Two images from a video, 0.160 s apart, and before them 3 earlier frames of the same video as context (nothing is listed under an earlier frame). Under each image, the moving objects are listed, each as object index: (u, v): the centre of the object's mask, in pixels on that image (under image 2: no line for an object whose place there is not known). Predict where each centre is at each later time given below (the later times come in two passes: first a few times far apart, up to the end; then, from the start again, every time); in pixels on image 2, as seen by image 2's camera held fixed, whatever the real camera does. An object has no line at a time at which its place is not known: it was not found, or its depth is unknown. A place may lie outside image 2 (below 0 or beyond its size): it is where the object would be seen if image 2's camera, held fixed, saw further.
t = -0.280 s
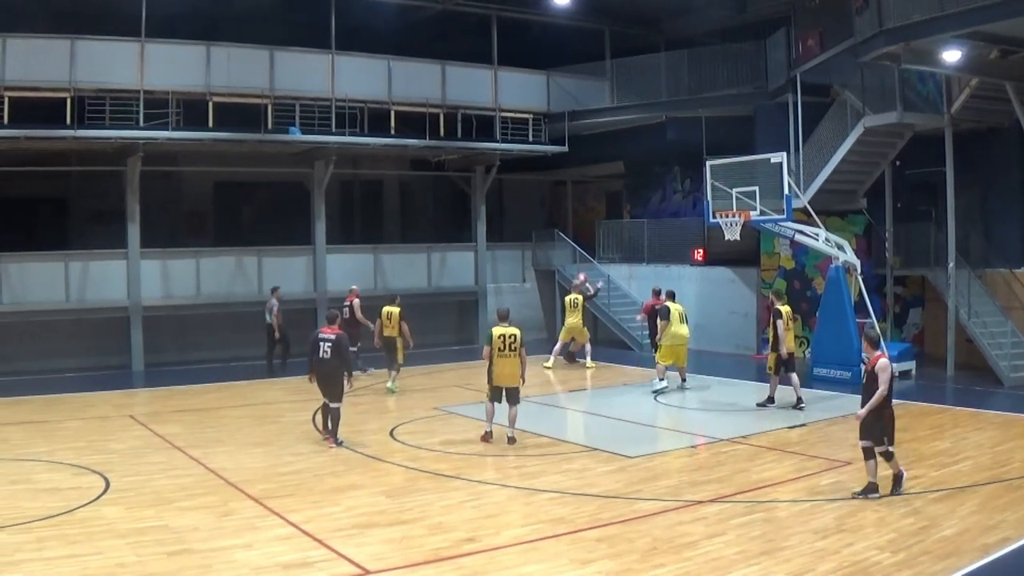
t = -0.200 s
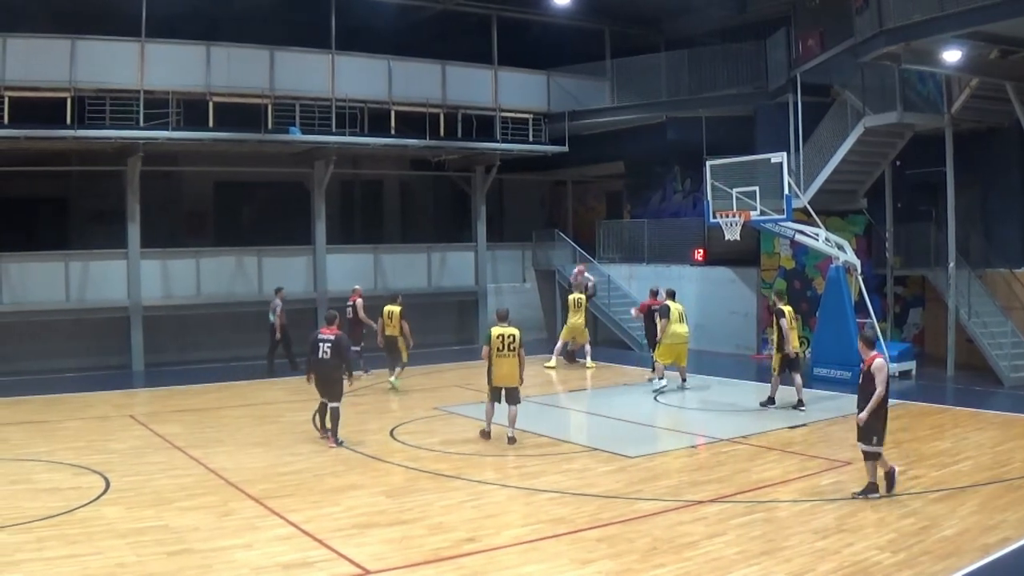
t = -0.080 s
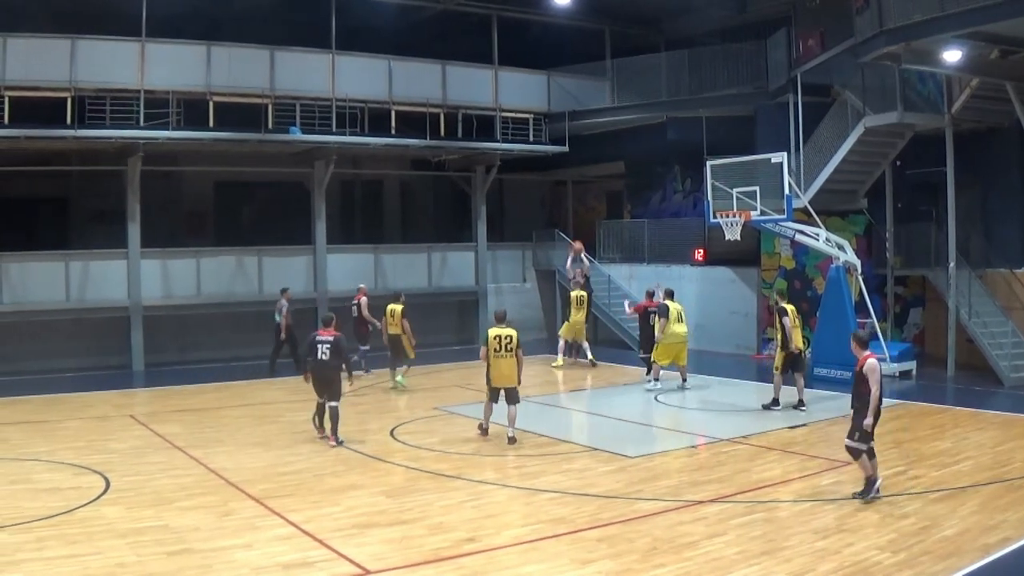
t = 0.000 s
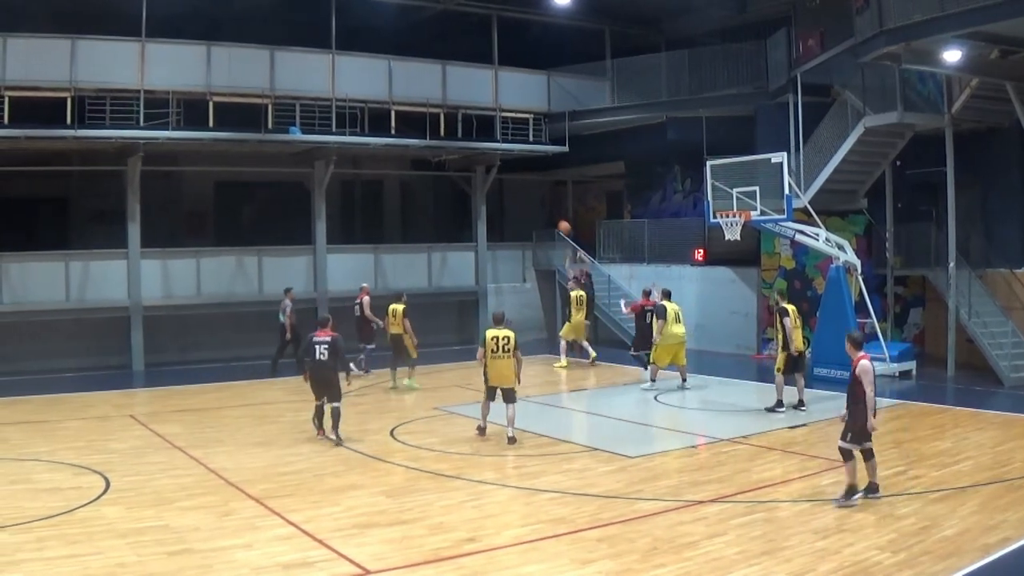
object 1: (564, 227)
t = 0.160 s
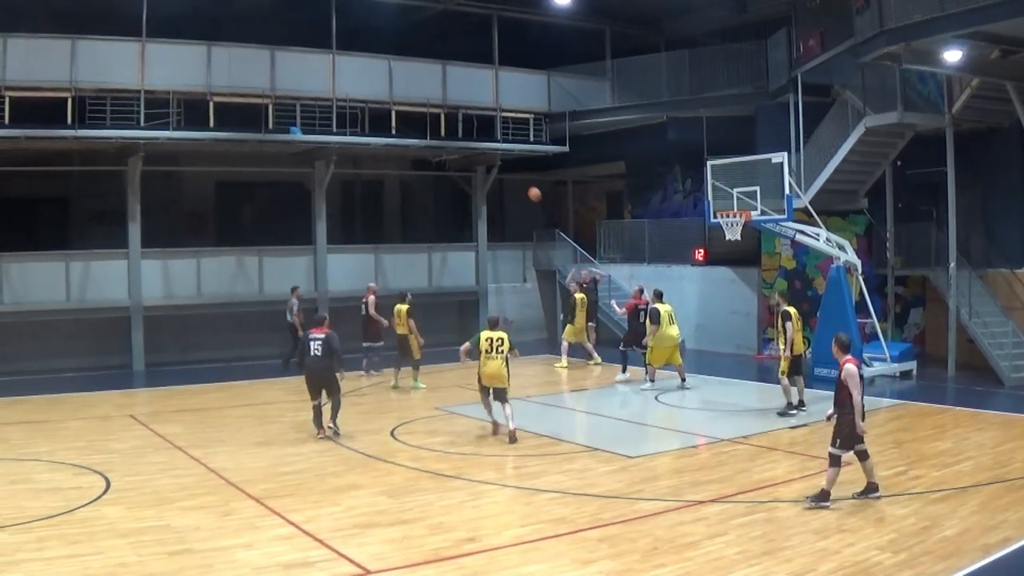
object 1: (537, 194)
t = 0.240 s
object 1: (518, 181)
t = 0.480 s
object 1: (468, 157)
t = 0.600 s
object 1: (438, 157)
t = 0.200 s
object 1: (527, 188)
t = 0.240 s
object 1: (518, 181)
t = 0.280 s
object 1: (510, 176)
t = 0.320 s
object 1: (502, 171)
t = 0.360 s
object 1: (494, 165)
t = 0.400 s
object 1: (486, 162)
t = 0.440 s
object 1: (477, 159)
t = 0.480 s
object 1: (468, 157)
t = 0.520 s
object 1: (458, 157)
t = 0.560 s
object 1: (448, 157)
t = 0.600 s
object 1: (438, 157)
